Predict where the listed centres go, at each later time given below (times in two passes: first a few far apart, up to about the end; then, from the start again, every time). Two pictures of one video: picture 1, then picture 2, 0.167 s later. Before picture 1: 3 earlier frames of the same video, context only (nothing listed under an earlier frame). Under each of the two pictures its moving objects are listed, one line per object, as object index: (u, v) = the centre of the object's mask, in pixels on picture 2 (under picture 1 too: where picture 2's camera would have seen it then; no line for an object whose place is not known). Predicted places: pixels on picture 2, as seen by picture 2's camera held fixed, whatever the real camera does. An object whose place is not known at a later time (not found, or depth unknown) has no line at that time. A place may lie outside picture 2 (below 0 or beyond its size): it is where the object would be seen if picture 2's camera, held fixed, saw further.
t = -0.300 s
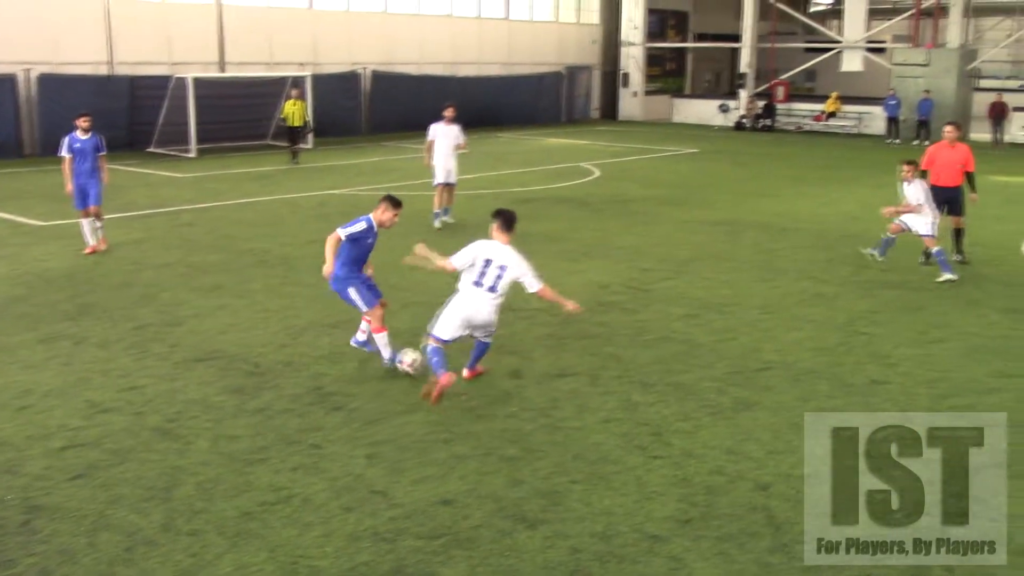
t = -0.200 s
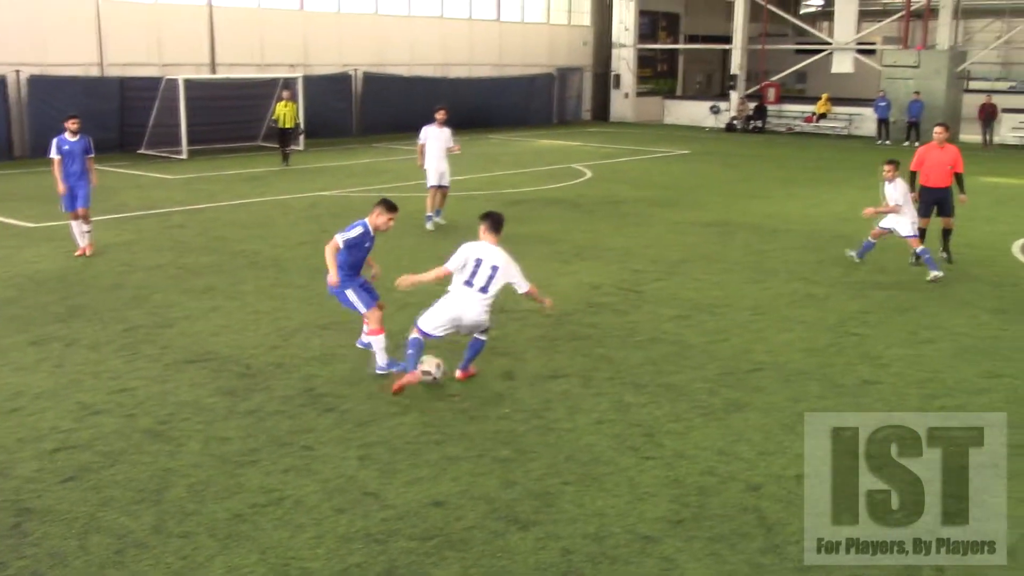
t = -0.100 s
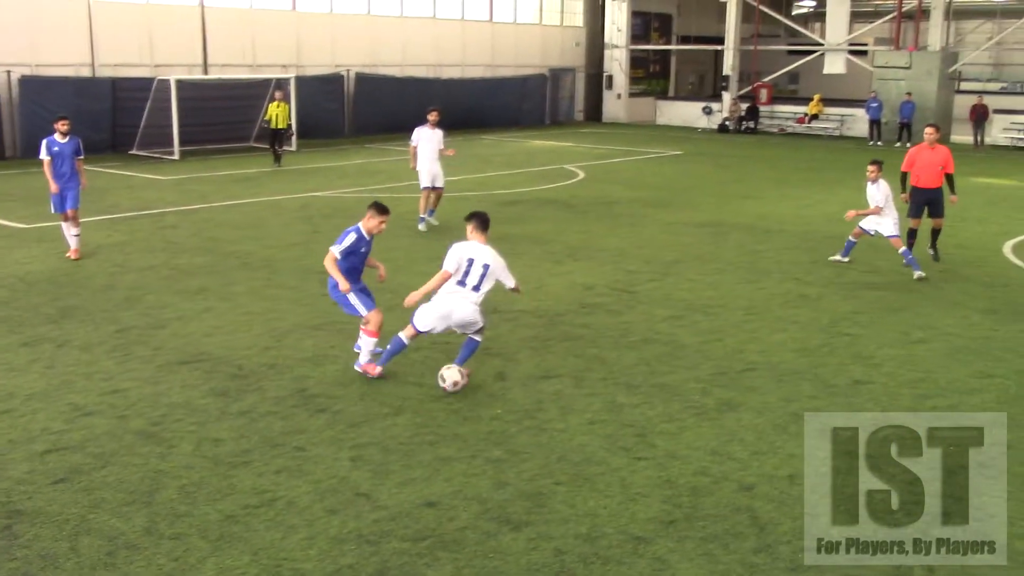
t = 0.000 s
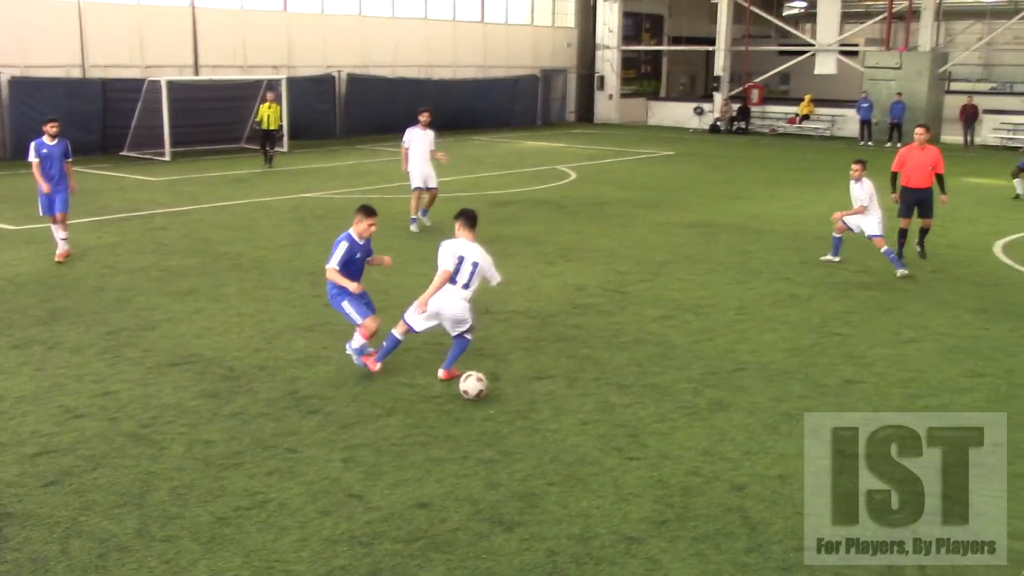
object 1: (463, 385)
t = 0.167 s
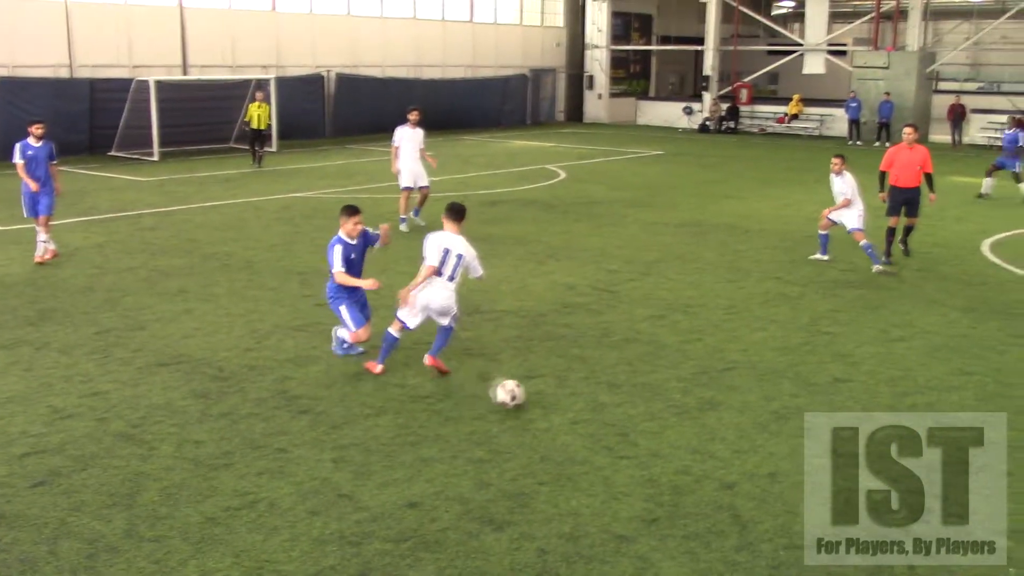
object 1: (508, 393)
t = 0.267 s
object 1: (536, 402)
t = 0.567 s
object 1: (700, 437)
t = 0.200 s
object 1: (517, 396)
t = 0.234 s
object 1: (527, 400)
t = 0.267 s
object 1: (536, 402)
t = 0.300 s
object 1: (549, 403)
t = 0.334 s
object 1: (568, 405)
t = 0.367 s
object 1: (586, 409)
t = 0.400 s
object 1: (605, 414)
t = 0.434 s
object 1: (623, 420)
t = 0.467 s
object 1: (643, 424)
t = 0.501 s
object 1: (661, 428)
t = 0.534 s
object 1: (680, 432)
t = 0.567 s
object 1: (700, 437)
